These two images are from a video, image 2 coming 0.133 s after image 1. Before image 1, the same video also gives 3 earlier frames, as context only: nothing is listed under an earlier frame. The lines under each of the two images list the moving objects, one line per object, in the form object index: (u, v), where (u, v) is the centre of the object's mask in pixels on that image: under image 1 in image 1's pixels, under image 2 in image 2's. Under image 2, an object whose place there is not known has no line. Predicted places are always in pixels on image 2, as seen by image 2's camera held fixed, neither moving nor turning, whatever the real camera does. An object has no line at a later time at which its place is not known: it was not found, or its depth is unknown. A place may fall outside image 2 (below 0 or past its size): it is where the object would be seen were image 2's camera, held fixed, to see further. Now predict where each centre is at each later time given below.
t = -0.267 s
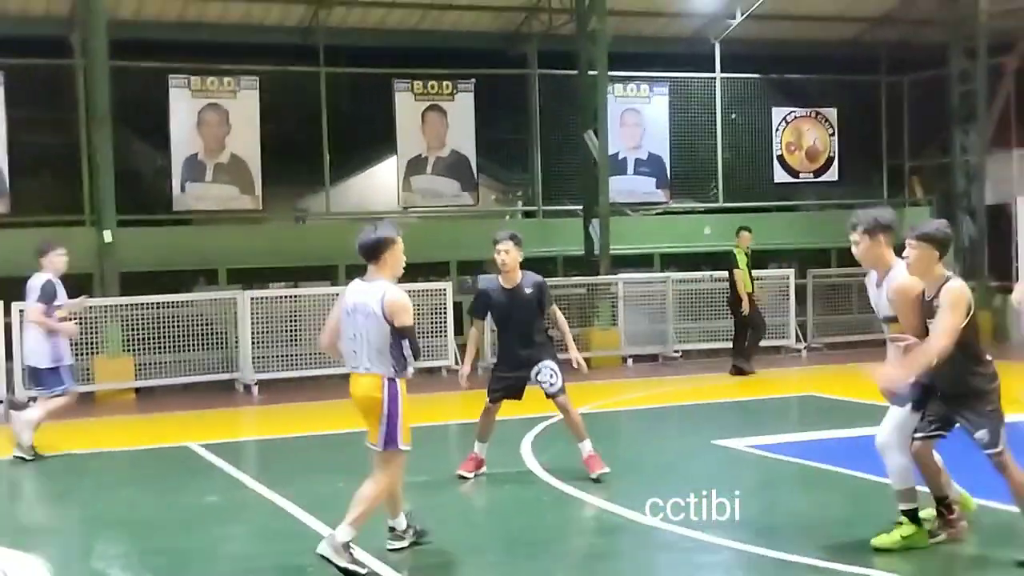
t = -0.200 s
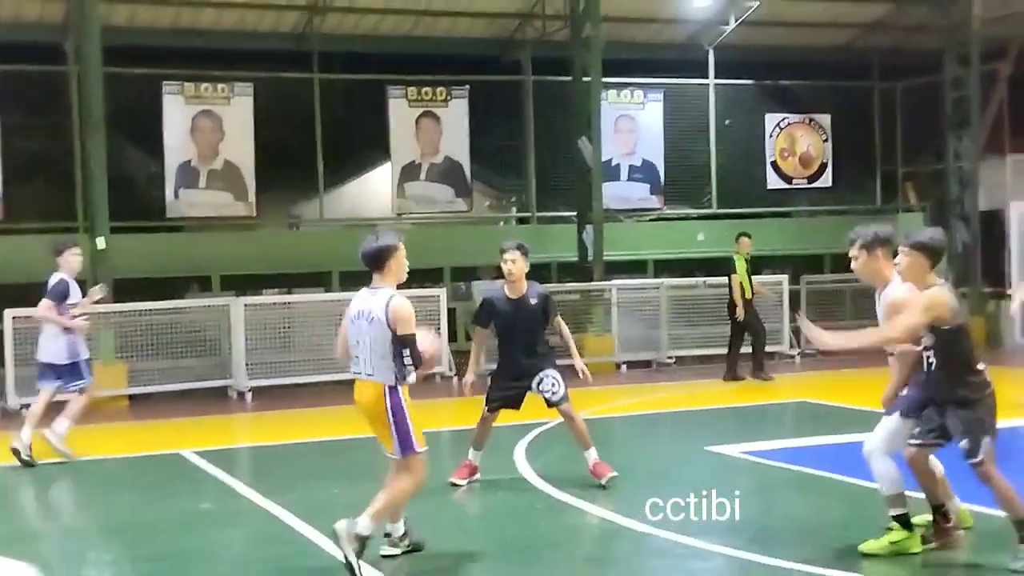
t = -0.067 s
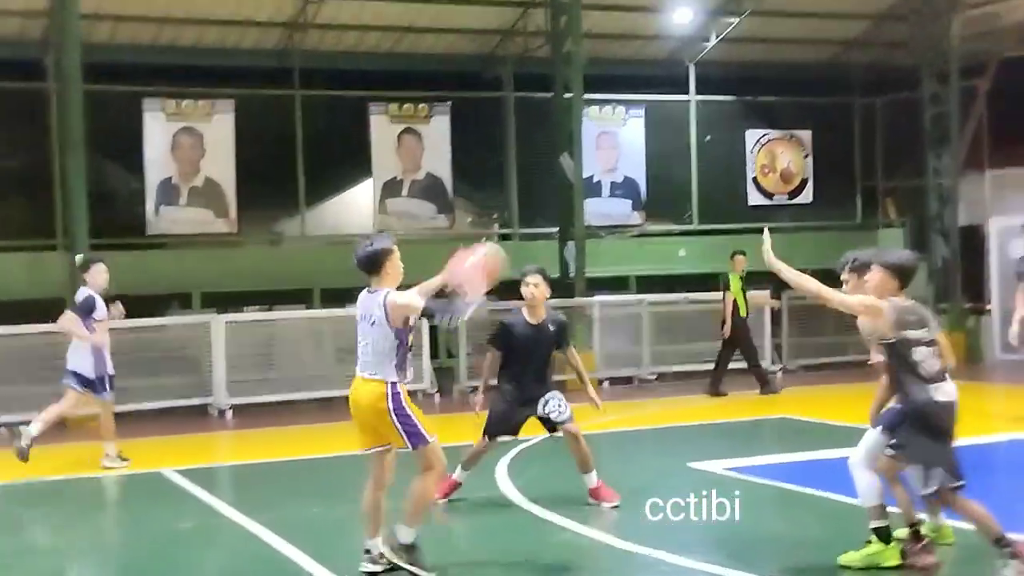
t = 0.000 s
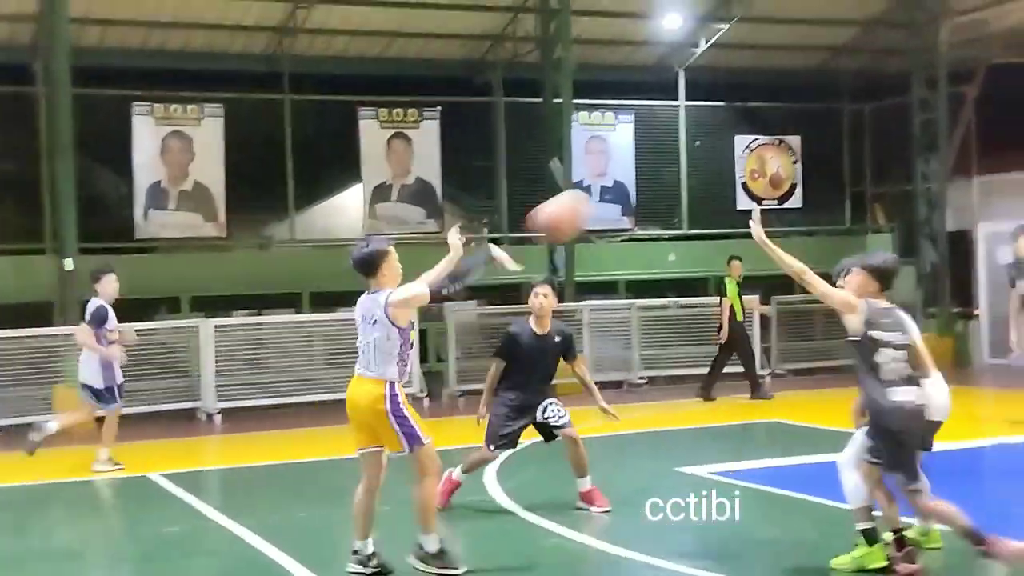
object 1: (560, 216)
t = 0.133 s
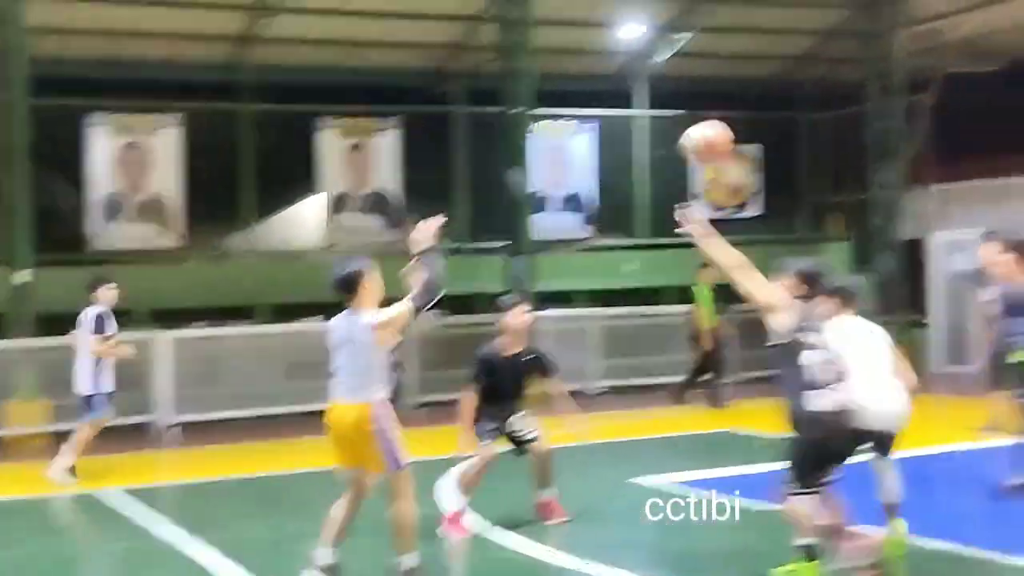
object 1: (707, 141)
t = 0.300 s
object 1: (913, 88)
